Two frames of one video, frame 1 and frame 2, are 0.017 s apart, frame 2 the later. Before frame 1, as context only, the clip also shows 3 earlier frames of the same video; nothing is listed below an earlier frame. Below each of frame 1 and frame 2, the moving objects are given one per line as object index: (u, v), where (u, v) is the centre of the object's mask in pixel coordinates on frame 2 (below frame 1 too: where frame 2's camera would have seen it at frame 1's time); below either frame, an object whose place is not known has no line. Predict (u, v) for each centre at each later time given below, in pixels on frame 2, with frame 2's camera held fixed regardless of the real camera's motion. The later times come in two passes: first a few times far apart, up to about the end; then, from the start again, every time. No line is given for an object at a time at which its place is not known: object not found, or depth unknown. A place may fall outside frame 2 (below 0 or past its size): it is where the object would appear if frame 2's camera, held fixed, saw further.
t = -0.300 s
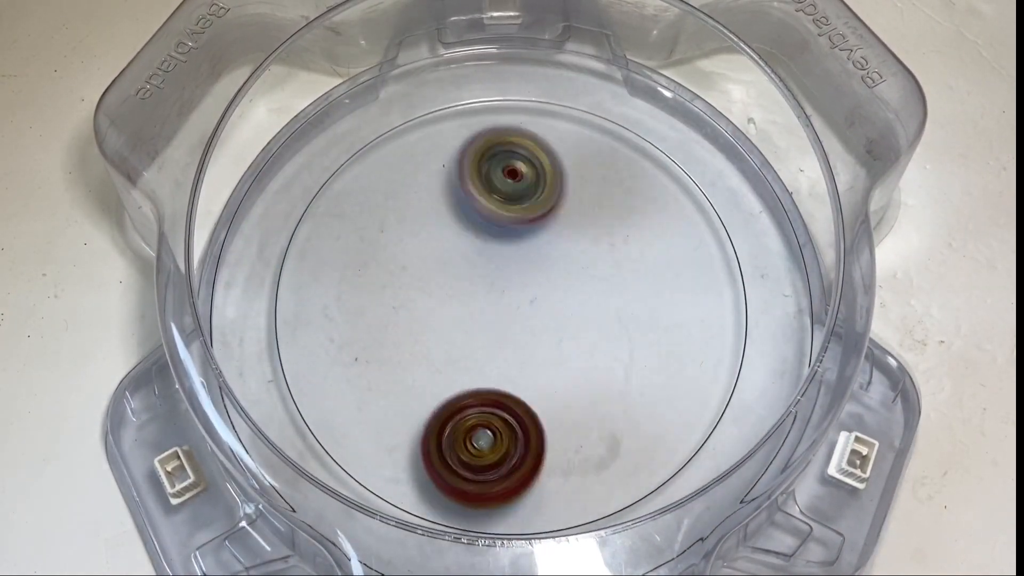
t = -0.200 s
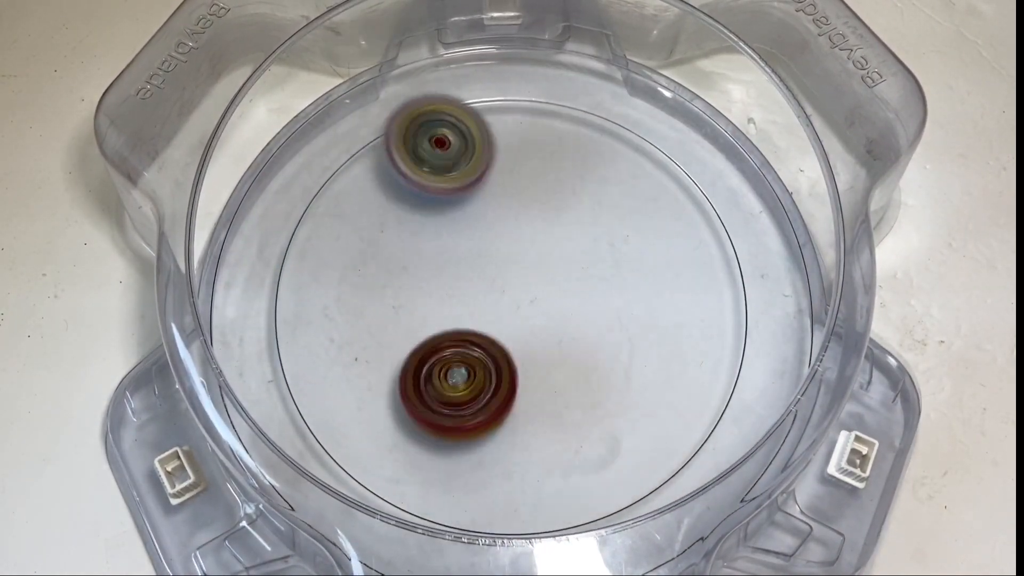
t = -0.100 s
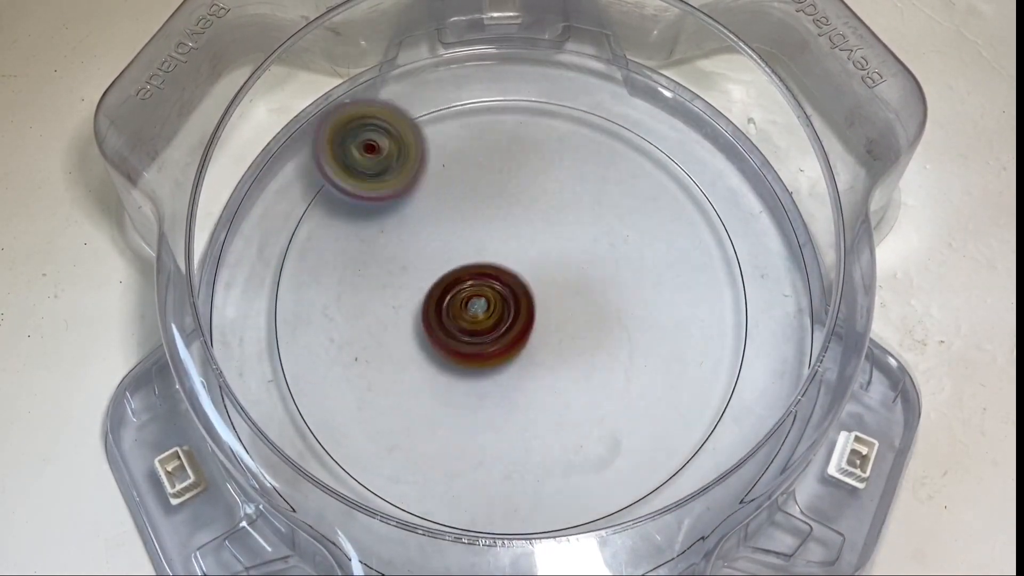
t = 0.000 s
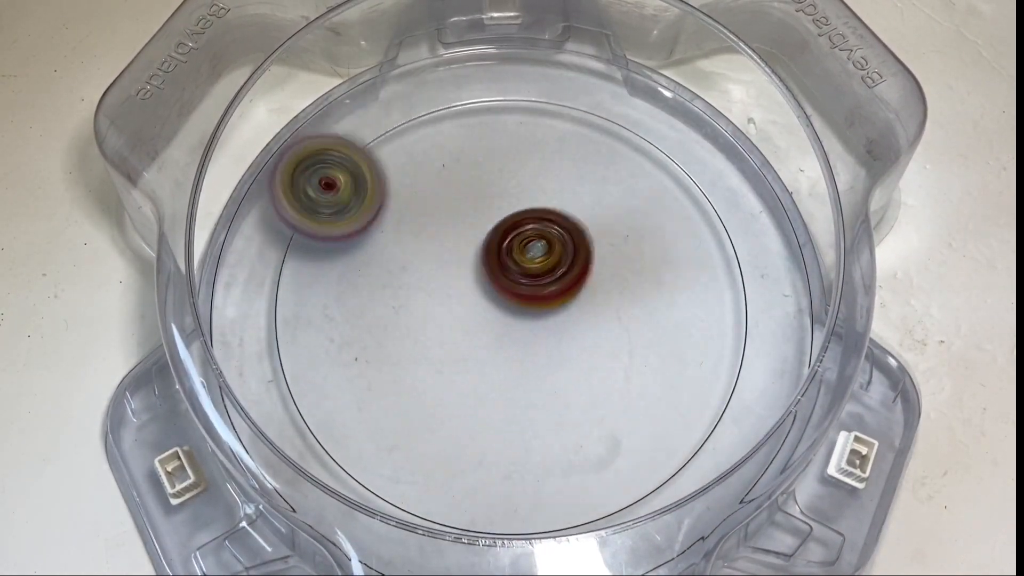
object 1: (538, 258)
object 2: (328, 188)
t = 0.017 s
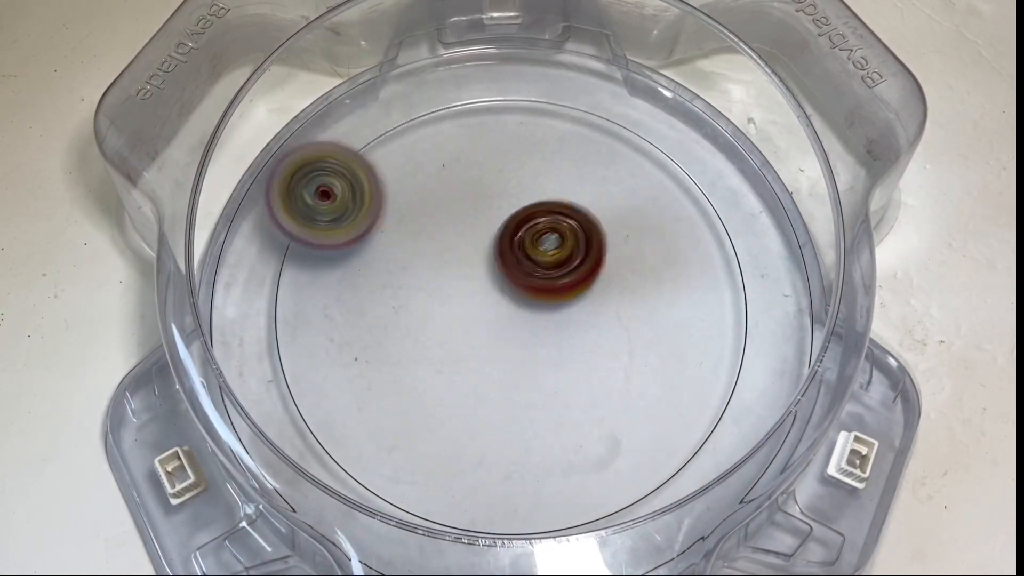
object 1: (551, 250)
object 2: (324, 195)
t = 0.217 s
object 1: (712, 256)
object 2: (410, 313)
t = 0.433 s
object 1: (718, 362)
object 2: (608, 282)
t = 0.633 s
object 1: (613, 394)
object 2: (589, 146)
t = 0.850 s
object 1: (484, 293)
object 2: (450, 119)
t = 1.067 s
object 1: (724, 411)
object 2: (311, 195)
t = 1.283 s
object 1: (659, 517)
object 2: (517, 372)
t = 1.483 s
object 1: (577, 496)
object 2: (575, 347)
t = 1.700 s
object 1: (509, 419)
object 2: (629, 276)
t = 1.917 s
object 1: (471, 303)
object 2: (576, 226)
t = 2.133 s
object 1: (266, 272)
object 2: (742, 117)
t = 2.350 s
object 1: (236, 190)
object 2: (754, 95)
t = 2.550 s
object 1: (190, 182)
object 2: (766, 68)
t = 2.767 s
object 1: (230, 99)
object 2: (728, 89)
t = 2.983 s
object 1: (261, 94)
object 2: (735, 96)
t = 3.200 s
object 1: (246, 102)
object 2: (735, 96)
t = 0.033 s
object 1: (564, 244)
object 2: (323, 204)
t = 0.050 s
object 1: (578, 238)
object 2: (322, 213)
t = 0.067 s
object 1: (593, 234)
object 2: (323, 223)
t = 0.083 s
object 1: (607, 233)
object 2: (326, 233)
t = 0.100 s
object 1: (622, 232)
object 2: (331, 244)
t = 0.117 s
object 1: (637, 232)
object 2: (337, 257)
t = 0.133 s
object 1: (651, 234)
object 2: (345, 268)
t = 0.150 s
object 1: (665, 237)
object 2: (354, 280)
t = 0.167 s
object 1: (678, 241)
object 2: (366, 290)
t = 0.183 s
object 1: (690, 245)
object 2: (378, 299)
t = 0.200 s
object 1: (702, 250)
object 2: (392, 306)
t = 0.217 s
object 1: (712, 256)
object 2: (410, 313)
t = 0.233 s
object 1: (721, 262)
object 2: (428, 319)
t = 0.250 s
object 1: (729, 268)
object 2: (447, 323)
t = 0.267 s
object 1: (736, 275)
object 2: (467, 326)
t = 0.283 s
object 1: (741, 281)
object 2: (487, 327)
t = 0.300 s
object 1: (744, 288)
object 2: (509, 325)
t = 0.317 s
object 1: (740, 299)
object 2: (531, 321)
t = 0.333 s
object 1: (734, 309)
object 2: (550, 321)
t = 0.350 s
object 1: (728, 319)
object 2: (567, 316)
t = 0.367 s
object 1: (721, 328)
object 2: (583, 311)
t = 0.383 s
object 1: (716, 336)
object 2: (597, 308)
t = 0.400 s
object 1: (718, 345)
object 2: (600, 300)
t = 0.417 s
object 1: (719, 354)
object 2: (605, 290)
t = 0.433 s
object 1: (718, 362)
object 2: (608, 282)
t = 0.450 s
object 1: (715, 368)
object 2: (610, 271)
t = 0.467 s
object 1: (711, 374)
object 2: (613, 261)
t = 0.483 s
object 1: (706, 379)
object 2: (615, 249)
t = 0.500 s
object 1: (699, 383)
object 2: (616, 239)
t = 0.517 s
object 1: (692, 387)
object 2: (616, 226)
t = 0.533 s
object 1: (682, 390)
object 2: (615, 215)
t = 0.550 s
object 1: (672, 393)
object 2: (615, 201)
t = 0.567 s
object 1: (661, 395)
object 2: (612, 188)
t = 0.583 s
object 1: (650, 395)
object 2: (607, 175)
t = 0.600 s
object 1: (637, 396)
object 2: (602, 164)
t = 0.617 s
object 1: (625, 396)
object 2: (597, 154)
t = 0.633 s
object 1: (613, 394)
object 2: (589, 146)
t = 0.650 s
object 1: (600, 392)
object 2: (582, 139)
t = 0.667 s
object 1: (587, 389)
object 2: (575, 131)
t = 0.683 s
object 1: (574, 385)
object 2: (566, 127)
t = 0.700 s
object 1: (562, 380)
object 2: (557, 122)
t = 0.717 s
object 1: (551, 374)
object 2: (546, 119)
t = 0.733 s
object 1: (540, 368)
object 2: (535, 115)
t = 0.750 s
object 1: (529, 359)
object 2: (523, 113)
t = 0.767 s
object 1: (519, 350)
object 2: (512, 111)
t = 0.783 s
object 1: (510, 340)
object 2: (499, 111)
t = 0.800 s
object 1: (502, 329)
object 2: (487, 110)
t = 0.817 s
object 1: (495, 318)
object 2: (474, 111)
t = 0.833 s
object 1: (489, 306)
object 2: (461, 114)
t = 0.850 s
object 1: (484, 293)
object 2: (450, 119)
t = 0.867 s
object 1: (480, 280)
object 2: (438, 126)
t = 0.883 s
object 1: (477, 267)
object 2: (428, 135)
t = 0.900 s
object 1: (475, 253)
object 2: (418, 146)
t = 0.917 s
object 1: (477, 242)
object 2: (410, 157)
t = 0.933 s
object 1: (525, 268)
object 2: (367, 135)
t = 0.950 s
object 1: (579, 297)
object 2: (324, 110)
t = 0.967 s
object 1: (631, 324)
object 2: (290, 96)
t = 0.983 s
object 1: (682, 349)
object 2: (234, 67)
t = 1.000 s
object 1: (731, 375)
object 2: (232, 83)
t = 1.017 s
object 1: (757, 390)
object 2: (251, 113)
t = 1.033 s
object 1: (766, 401)
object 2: (273, 141)
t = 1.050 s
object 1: (745, 405)
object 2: (289, 168)
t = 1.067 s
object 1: (724, 411)
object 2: (311, 195)
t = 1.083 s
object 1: (704, 417)
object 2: (335, 224)
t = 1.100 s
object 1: (683, 428)
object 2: (361, 255)
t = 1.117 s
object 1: (664, 433)
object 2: (384, 282)
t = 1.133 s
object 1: (646, 435)
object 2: (411, 306)
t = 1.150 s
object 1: (625, 438)
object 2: (437, 332)
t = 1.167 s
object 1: (604, 441)
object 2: (464, 357)
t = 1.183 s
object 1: (593, 444)
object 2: (491, 379)
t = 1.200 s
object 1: (614, 466)
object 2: (496, 375)
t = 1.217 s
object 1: (633, 482)
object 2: (501, 372)
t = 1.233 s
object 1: (643, 493)
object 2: (506, 370)
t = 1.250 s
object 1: (653, 504)
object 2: (512, 368)
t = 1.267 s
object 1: (660, 512)
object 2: (518, 369)
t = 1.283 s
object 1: (659, 517)
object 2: (517, 372)
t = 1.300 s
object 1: (653, 519)
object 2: (518, 375)
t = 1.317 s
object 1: (646, 519)
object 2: (521, 374)
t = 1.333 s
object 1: (639, 519)
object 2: (524, 375)
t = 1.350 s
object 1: (633, 518)
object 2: (528, 375)
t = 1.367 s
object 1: (627, 518)
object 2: (531, 372)
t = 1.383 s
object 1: (620, 517)
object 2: (538, 366)
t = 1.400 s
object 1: (613, 515)
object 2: (540, 364)
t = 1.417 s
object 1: (607, 514)
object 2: (545, 364)
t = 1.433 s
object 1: (601, 511)
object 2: (553, 360)
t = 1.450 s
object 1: (596, 509)
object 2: (560, 357)
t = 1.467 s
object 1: (589, 506)
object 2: (567, 353)
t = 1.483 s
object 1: (577, 496)
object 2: (575, 347)
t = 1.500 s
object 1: (579, 500)
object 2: (578, 343)
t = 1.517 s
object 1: (574, 496)
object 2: (584, 340)
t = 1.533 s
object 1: (565, 490)
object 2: (592, 336)
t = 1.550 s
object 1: (558, 488)
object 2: (601, 332)
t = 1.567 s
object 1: (552, 485)
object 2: (608, 328)
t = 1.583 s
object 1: (545, 481)
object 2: (616, 320)
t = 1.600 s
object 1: (539, 474)
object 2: (619, 316)
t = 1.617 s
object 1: (532, 466)
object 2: (626, 310)
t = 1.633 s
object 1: (527, 457)
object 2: (631, 304)
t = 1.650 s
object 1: (522, 448)
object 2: (633, 298)
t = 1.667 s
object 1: (517, 439)
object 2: (634, 291)
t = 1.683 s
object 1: (513, 429)
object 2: (633, 282)
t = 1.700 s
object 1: (509, 419)
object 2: (629, 276)
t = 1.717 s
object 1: (506, 409)
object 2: (622, 273)
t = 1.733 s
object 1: (504, 399)
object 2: (617, 269)
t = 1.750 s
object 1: (502, 388)
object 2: (610, 267)
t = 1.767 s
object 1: (502, 377)
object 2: (605, 264)
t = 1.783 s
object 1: (502, 366)
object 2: (597, 260)
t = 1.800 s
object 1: (503, 355)
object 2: (587, 260)
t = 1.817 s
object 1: (502, 346)
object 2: (583, 258)
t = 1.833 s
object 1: (493, 341)
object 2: (584, 252)
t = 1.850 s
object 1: (485, 336)
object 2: (586, 245)
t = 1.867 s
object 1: (480, 329)
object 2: (586, 236)
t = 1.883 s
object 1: (475, 322)
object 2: (582, 230)
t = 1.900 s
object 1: (472, 313)
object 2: (579, 227)
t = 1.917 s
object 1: (471, 303)
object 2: (576, 226)
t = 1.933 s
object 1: (472, 293)
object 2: (574, 224)
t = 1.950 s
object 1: (473, 283)
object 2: (569, 219)
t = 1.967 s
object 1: (452, 284)
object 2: (585, 212)
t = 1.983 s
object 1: (417, 290)
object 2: (614, 193)
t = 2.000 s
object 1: (385, 296)
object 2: (645, 173)
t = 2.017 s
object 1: (354, 297)
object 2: (668, 158)
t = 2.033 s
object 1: (327, 297)
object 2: (691, 145)
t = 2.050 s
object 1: (301, 293)
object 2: (703, 135)
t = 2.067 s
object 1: (281, 290)
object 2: (713, 131)
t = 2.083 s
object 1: (266, 285)
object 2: (725, 126)
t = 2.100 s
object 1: (265, 279)
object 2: (733, 121)
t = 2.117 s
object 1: (265, 274)
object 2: (738, 118)
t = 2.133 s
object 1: (266, 272)
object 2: (742, 117)
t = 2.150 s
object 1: (262, 264)
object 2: (750, 111)
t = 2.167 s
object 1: (259, 257)
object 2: (760, 107)
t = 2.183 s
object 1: (257, 252)
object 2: (770, 105)
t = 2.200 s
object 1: (252, 244)
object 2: (783, 100)
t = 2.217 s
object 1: (249, 238)
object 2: (792, 99)
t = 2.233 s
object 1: (246, 232)
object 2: (790, 103)
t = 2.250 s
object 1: (237, 226)
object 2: (783, 102)
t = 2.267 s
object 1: (229, 221)
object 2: (774, 102)
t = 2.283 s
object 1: (228, 214)
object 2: (769, 97)
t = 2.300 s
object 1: (230, 208)
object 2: (761, 99)
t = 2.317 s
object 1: (232, 202)
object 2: (752, 100)
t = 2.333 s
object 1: (234, 195)
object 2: (749, 100)
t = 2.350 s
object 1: (236, 190)
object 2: (754, 95)
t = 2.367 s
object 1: (235, 184)
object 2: (758, 93)
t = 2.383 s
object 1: (236, 181)
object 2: (763, 91)
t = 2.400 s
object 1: (234, 179)
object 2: (769, 90)
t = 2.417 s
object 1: (231, 178)
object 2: (771, 92)
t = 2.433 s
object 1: (227, 178)
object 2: (777, 91)
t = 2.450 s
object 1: (221, 181)
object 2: (765, 92)
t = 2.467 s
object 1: (215, 186)
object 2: (781, 73)
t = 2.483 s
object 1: (210, 191)
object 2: (766, 84)
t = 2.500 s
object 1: (204, 196)
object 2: (756, 85)
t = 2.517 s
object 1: (197, 199)
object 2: (752, 78)
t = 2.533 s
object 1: (191, 192)
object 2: (761, 71)
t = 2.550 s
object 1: (190, 182)
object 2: (766, 68)
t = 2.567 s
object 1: (187, 173)
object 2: (765, 70)
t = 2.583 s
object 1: (185, 165)
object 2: (765, 79)
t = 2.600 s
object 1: (191, 161)
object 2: (760, 93)
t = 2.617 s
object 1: (196, 154)
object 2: (752, 87)
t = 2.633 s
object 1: (204, 149)
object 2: (746, 81)
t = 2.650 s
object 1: (209, 145)
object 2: (734, 86)
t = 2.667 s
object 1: (209, 137)
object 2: (732, 85)
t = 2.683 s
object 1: (216, 134)
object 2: (730, 86)
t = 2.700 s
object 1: (217, 128)
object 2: (728, 88)
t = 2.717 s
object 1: (221, 123)
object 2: (726, 86)
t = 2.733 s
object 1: (221, 116)
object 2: (726, 87)
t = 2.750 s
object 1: (234, 114)
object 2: (726, 88)
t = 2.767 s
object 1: (230, 99)
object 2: (728, 89)
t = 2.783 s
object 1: (234, 94)
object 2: (730, 91)
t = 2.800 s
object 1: (248, 95)
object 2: (731, 93)
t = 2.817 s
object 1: (242, 87)
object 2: (733, 94)
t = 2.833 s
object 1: (254, 86)
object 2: (734, 95)
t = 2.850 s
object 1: (257, 91)
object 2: (736, 96)
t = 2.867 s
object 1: (265, 96)
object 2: (735, 96)
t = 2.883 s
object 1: (261, 89)
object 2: (736, 96)
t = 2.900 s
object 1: (263, 80)
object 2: (736, 95)
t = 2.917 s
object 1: (270, 83)
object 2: (736, 95)
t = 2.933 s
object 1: (272, 86)
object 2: (735, 96)
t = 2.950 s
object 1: (269, 87)
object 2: (735, 96)
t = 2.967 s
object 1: (265, 89)
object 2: (735, 96)
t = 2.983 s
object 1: (261, 94)
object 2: (735, 96)
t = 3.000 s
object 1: (259, 101)
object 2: (735, 96)
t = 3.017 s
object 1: (256, 99)
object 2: (735, 96)
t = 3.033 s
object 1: (254, 98)
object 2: (735, 96)
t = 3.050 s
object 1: (253, 98)
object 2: (735, 96)
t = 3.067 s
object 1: (252, 100)
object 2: (735, 96)
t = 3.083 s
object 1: (250, 98)
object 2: (735, 96)
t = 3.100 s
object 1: (249, 99)
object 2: (735, 96)
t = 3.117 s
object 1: (247, 98)
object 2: (735, 96)
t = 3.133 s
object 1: (247, 99)
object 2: (735, 96)
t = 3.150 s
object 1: (247, 99)
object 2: (735, 96)
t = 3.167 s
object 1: (247, 100)
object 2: (735, 96)
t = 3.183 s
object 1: (247, 100)
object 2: (735, 96)
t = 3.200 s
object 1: (246, 102)
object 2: (735, 96)
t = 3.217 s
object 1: (245, 102)
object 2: (735, 96)
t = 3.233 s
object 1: (245, 103)
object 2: (735, 96)
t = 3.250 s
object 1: (244, 103)
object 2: (735, 96)
